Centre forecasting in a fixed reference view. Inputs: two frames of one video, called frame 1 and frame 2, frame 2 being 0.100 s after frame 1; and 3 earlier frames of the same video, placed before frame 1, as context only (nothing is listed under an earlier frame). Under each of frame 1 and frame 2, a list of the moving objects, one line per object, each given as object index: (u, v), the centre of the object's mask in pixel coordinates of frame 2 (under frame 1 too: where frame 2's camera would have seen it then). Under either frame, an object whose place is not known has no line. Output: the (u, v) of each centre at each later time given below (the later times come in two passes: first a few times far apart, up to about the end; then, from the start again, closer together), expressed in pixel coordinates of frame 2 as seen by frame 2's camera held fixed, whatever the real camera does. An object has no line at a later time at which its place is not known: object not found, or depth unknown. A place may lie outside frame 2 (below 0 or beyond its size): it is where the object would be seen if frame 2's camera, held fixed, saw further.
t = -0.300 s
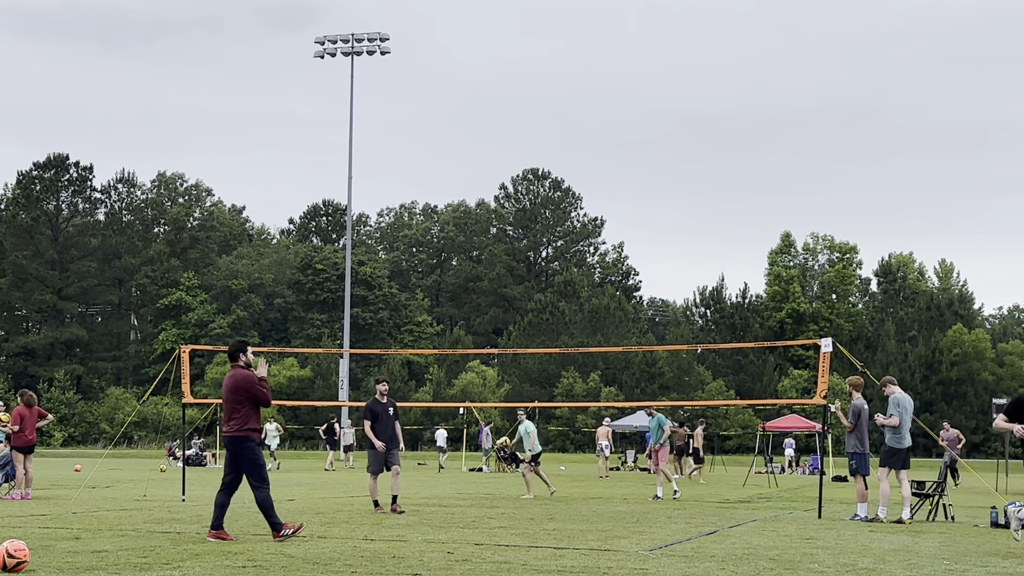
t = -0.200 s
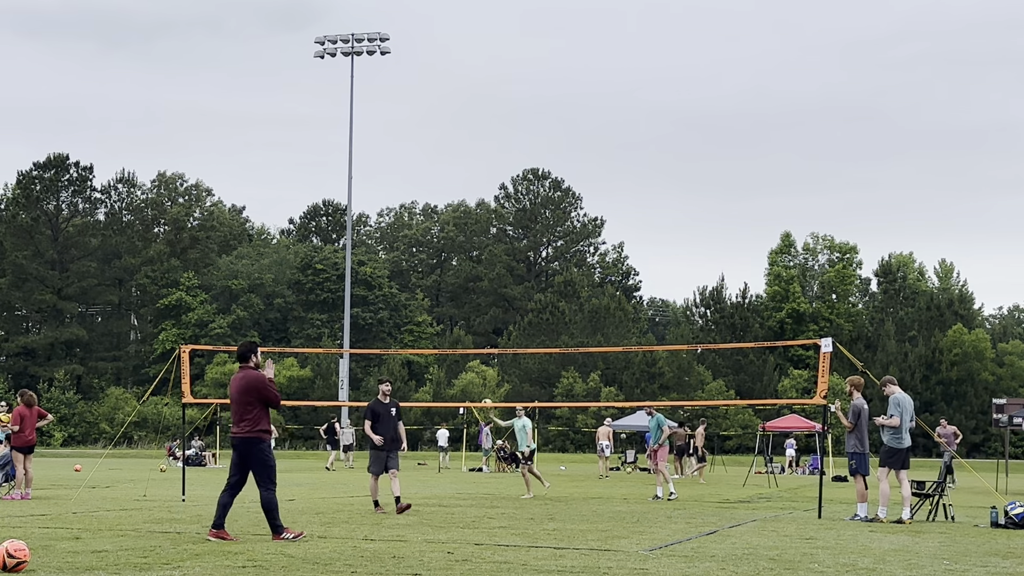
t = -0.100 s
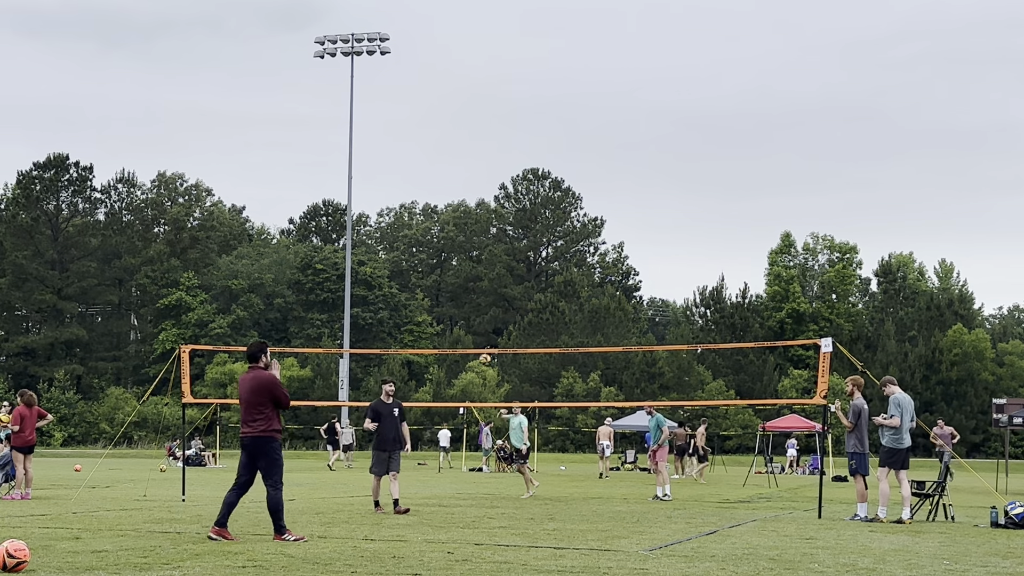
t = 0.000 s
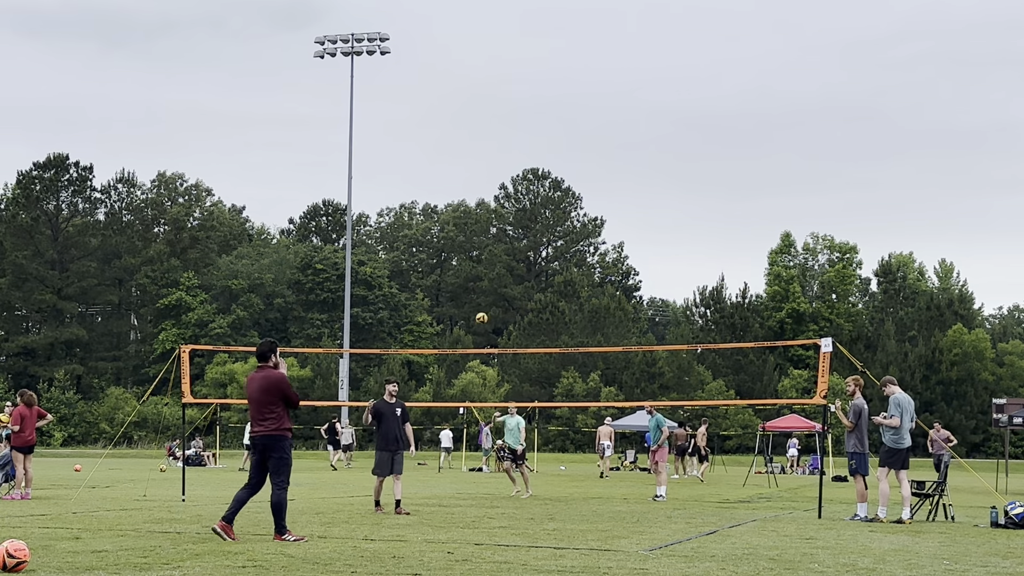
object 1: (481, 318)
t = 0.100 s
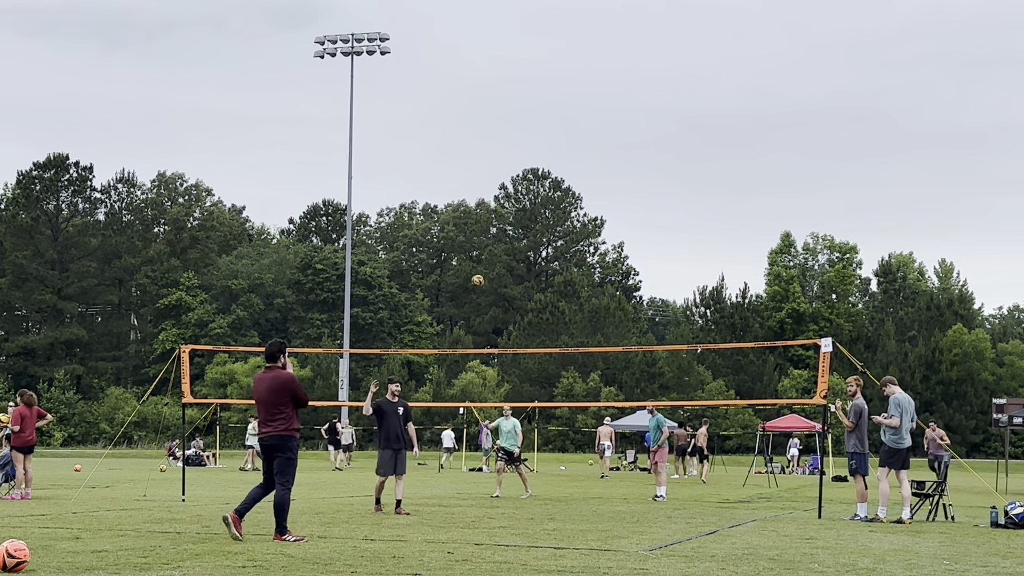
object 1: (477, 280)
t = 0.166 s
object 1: (475, 257)
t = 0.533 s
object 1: (452, 164)
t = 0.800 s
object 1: (429, 138)
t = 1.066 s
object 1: (401, 158)
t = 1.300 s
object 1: (372, 222)
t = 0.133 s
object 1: (476, 268)
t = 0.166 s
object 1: (475, 257)
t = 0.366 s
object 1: (463, 199)
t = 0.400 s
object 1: (461, 191)
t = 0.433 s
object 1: (459, 184)
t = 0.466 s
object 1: (457, 176)
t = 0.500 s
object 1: (454, 170)
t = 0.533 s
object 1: (452, 164)
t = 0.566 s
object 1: (449, 159)
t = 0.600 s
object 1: (447, 154)
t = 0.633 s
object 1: (444, 150)
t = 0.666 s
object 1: (441, 146)
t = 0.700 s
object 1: (438, 143)
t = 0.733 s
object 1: (435, 140)
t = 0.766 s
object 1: (432, 139)
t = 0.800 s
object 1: (429, 138)
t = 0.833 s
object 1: (426, 138)
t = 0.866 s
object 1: (422, 138)
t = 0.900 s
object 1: (419, 140)
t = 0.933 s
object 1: (415, 141)
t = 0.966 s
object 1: (412, 144)
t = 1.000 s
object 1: (408, 148)
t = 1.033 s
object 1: (404, 153)
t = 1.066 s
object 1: (401, 158)
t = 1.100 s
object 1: (397, 164)
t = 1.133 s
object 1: (393, 171)
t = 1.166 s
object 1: (389, 179)
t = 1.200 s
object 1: (385, 188)
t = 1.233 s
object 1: (381, 198)
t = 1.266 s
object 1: (377, 210)
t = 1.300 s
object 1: (372, 222)
